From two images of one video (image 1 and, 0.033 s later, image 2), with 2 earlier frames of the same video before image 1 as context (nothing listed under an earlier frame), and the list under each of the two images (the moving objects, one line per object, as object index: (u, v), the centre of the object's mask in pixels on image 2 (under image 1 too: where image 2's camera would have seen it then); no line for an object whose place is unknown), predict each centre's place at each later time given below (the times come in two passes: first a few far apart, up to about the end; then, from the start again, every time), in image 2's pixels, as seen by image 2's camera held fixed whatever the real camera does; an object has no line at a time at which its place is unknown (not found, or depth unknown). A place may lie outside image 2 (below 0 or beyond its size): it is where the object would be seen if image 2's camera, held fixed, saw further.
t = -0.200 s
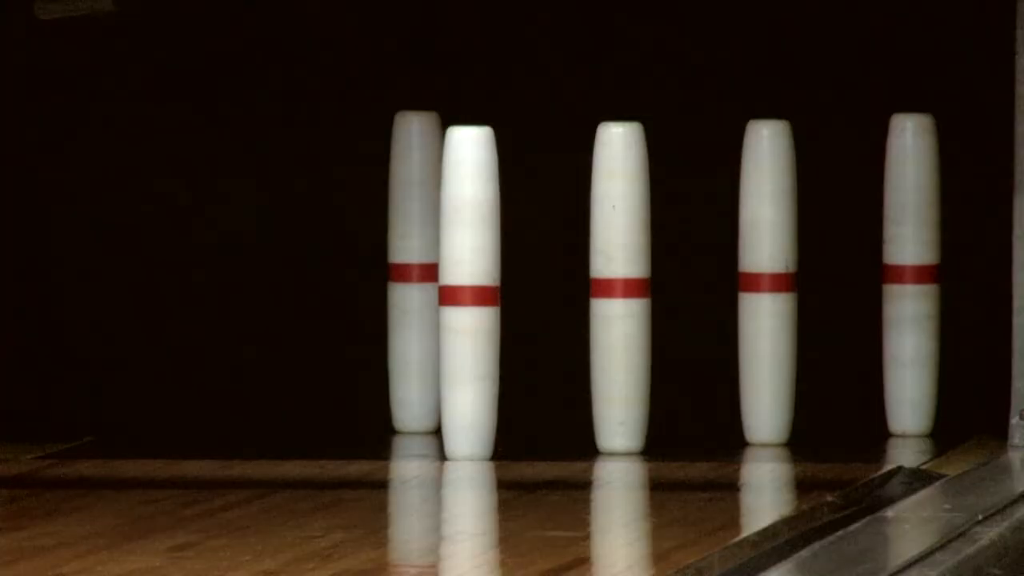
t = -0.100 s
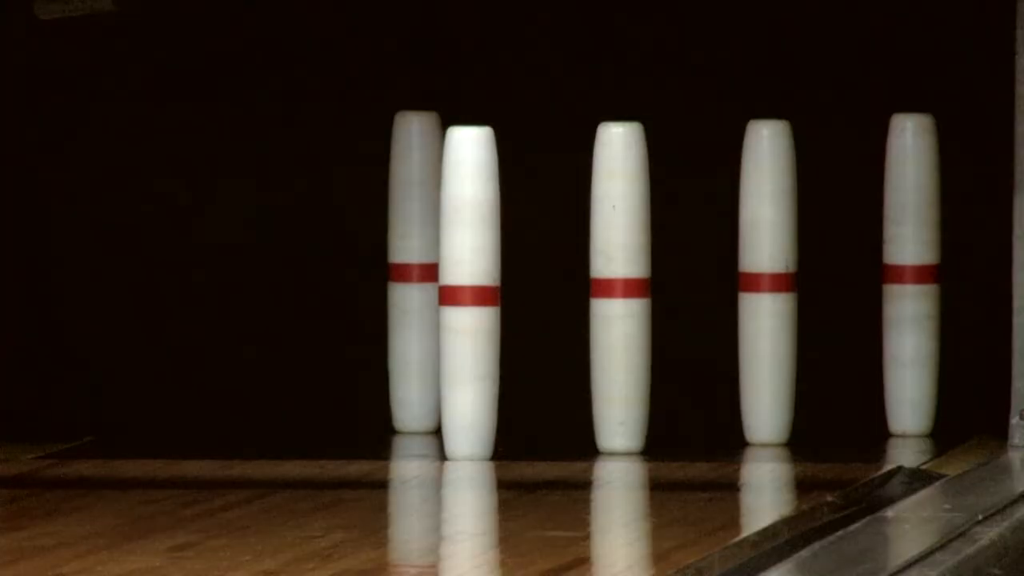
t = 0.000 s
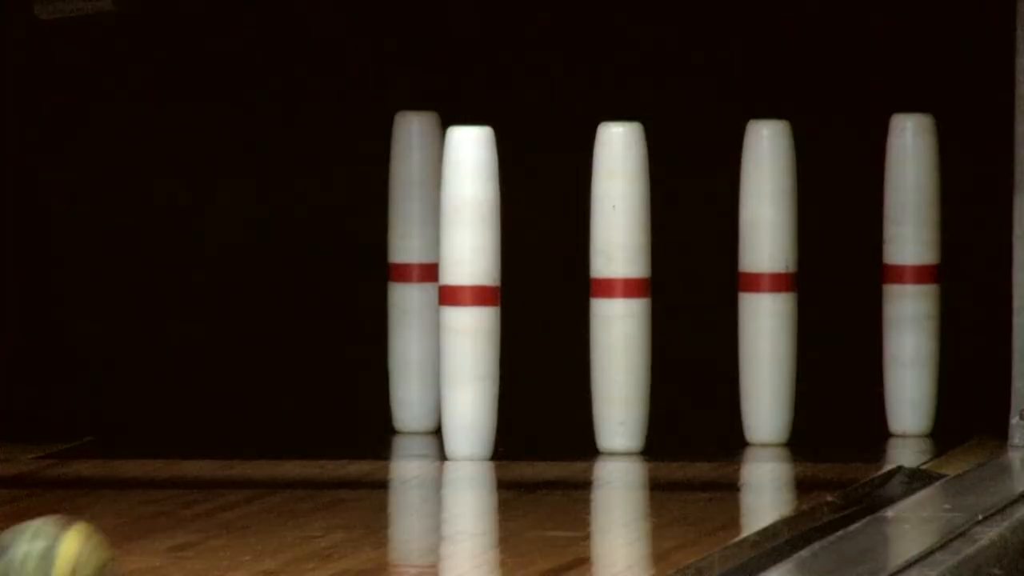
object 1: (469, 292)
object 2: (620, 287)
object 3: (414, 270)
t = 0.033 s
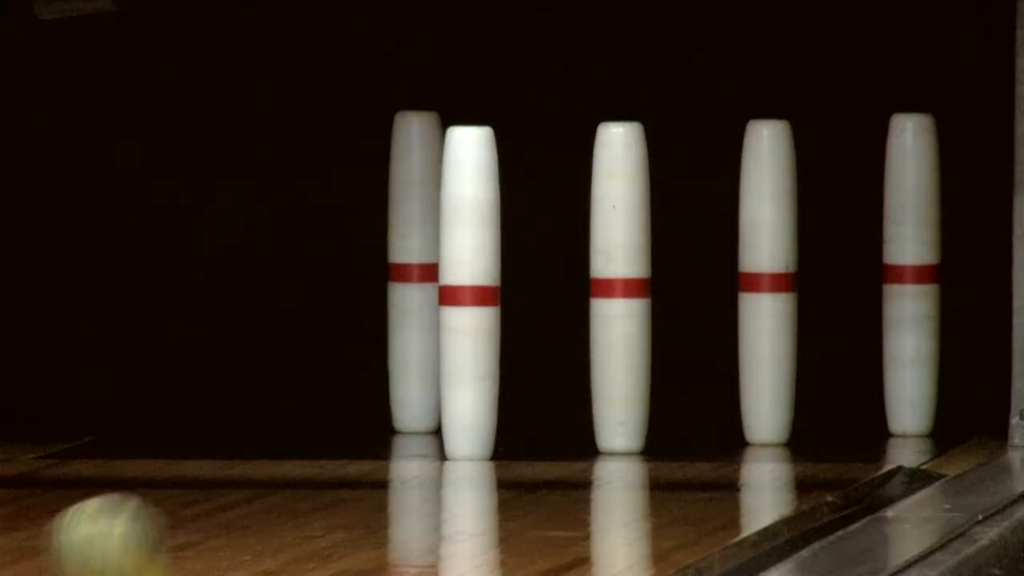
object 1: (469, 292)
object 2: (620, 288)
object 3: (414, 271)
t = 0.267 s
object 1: (471, 265)
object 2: (620, 288)
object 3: (413, 253)
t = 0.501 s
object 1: (252, 216)
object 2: (809, 326)
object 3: (434, 270)
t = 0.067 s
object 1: (469, 292)
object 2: (620, 288)
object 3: (414, 271)
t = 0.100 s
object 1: (469, 292)
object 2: (620, 288)
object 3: (414, 271)
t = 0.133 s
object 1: (469, 292)
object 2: (620, 288)
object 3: (414, 271)
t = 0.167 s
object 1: (469, 292)
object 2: (620, 288)
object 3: (414, 271)
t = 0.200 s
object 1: (469, 292)
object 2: (620, 288)
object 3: (414, 269)
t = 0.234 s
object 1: (470, 290)
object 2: (620, 288)
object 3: (414, 251)
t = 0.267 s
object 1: (471, 265)
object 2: (620, 288)
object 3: (413, 253)
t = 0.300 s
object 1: (469, 249)
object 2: (620, 288)
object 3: (414, 270)
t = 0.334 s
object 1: (457, 261)
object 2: (622, 294)
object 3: (409, 278)
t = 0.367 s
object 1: (425, 258)
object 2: (656, 288)
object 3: (415, 270)
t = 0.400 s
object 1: (376, 221)
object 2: (692, 280)
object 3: (420, 306)
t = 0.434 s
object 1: (334, 229)
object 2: (719, 293)
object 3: (420, 271)
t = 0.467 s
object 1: (300, 233)
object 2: (750, 326)
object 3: (427, 270)
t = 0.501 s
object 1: (252, 216)
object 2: (809, 326)
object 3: (434, 270)
